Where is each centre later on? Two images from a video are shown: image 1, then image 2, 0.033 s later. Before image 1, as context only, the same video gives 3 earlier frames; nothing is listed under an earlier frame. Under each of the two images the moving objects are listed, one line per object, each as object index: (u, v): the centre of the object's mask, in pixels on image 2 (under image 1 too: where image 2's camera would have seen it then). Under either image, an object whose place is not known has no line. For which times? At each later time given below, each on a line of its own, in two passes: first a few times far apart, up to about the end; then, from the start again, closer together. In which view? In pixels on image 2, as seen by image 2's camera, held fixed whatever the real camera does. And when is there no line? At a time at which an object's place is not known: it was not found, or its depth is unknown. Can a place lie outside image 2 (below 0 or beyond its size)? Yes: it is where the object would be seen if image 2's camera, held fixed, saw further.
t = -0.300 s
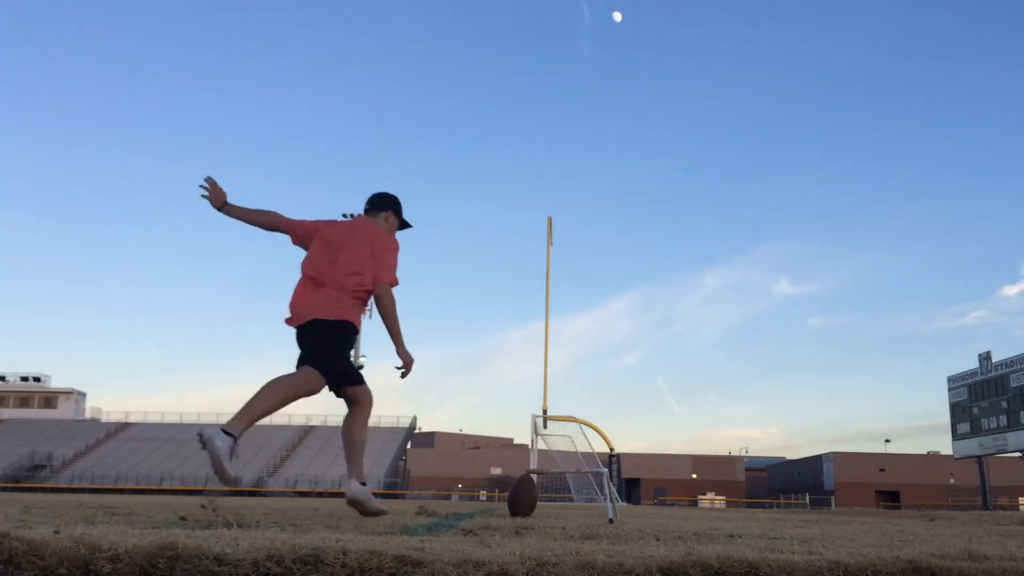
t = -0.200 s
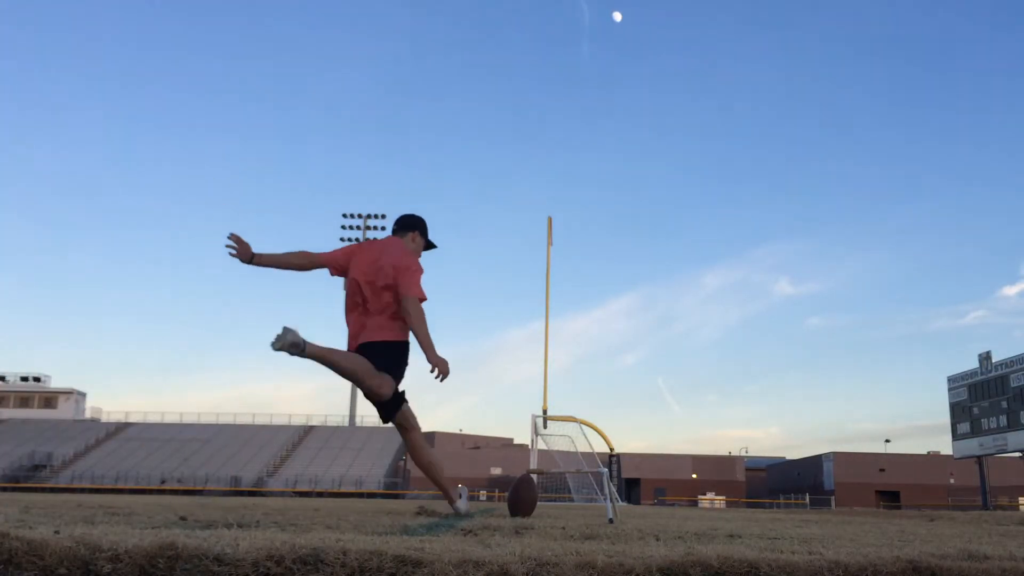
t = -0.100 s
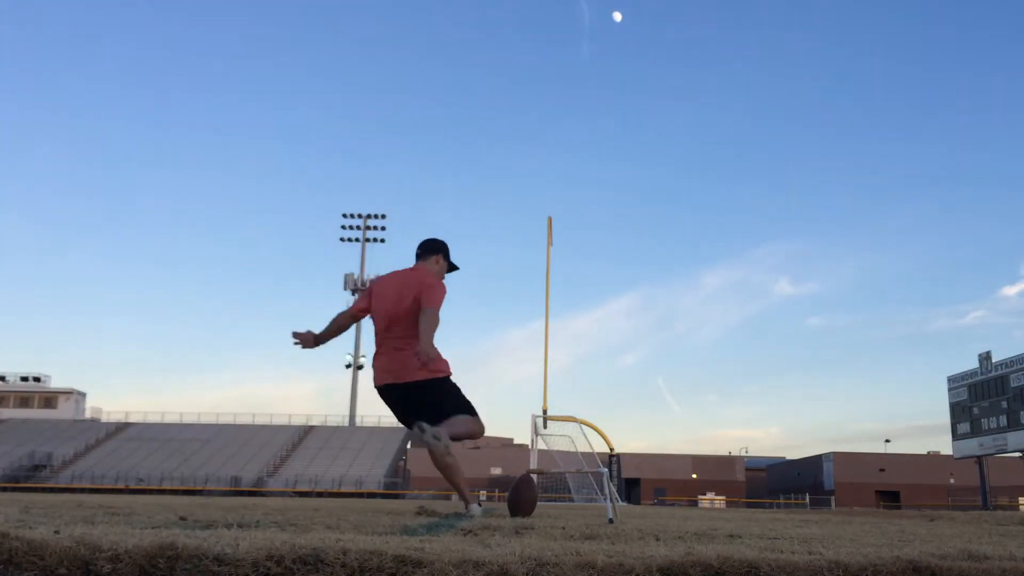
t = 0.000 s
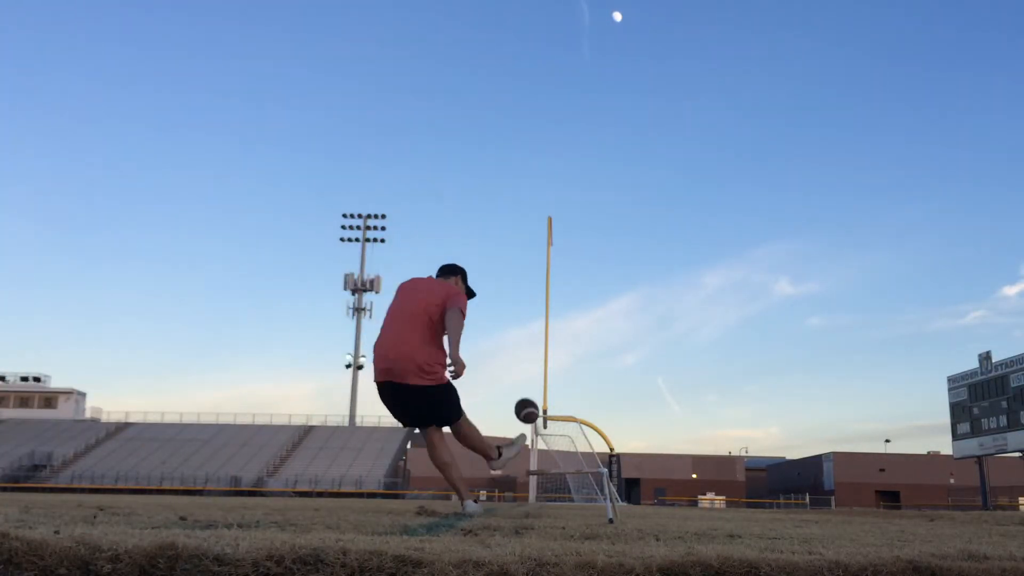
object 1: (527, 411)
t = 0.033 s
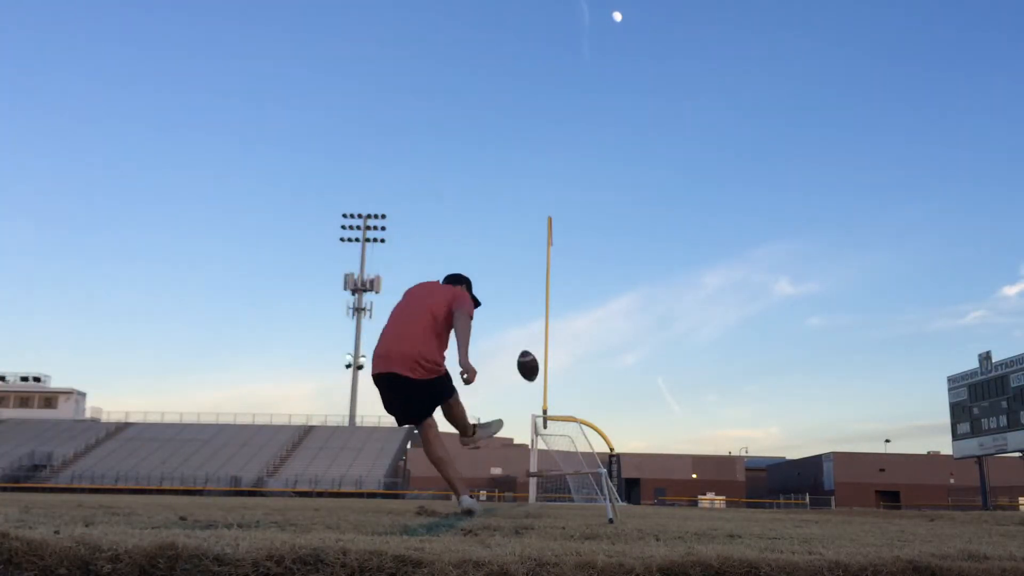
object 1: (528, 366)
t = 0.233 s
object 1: (532, 232)
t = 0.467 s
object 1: (542, 179)
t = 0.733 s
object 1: (554, 163)
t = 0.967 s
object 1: (558, 166)
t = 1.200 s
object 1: (555, 180)
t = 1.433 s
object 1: (552, 201)
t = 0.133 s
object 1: (530, 281)
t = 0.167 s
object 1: (531, 261)
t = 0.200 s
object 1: (531, 245)
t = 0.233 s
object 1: (532, 232)
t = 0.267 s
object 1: (533, 220)
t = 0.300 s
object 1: (534, 210)
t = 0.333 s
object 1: (535, 202)
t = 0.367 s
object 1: (537, 195)
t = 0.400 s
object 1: (539, 189)
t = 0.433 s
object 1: (540, 184)
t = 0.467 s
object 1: (542, 179)
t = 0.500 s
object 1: (544, 175)
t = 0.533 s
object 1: (546, 172)
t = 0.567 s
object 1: (547, 170)
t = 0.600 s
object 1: (549, 168)
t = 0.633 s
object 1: (550, 166)
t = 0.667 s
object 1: (552, 164)
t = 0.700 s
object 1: (553, 163)
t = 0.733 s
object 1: (554, 163)
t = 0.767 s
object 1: (555, 162)
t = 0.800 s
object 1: (556, 162)
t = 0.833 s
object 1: (556, 162)
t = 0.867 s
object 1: (557, 163)
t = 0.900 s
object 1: (557, 163)
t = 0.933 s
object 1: (557, 164)
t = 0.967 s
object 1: (558, 166)
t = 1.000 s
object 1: (557, 167)
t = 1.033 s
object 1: (557, 169)
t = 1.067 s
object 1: (557, 170)
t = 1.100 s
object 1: (557, 173)
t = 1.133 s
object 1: (556, 175)
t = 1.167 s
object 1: (556, 177)
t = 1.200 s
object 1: (555, 180)
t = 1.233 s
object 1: (555, 182)
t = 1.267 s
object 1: (555, 185)
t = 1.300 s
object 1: (554, 188)
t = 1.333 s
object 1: (554, 191)
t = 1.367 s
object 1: (553, 194)
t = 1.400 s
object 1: (553, 198)
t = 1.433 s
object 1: (552, 201)
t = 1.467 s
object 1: (552, 205)
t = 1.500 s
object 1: (552, 208)
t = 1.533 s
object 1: (551, 212)
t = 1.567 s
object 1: (551, 216)
